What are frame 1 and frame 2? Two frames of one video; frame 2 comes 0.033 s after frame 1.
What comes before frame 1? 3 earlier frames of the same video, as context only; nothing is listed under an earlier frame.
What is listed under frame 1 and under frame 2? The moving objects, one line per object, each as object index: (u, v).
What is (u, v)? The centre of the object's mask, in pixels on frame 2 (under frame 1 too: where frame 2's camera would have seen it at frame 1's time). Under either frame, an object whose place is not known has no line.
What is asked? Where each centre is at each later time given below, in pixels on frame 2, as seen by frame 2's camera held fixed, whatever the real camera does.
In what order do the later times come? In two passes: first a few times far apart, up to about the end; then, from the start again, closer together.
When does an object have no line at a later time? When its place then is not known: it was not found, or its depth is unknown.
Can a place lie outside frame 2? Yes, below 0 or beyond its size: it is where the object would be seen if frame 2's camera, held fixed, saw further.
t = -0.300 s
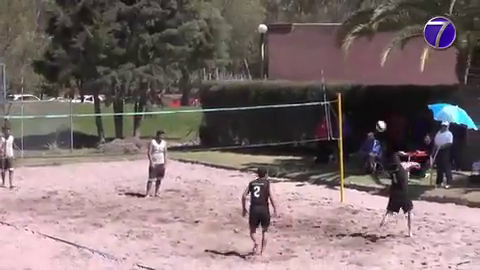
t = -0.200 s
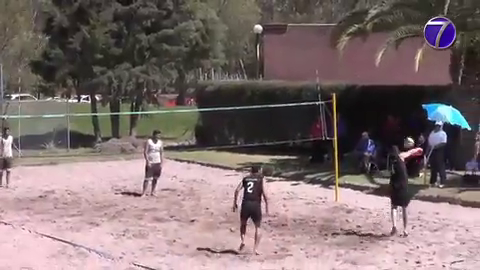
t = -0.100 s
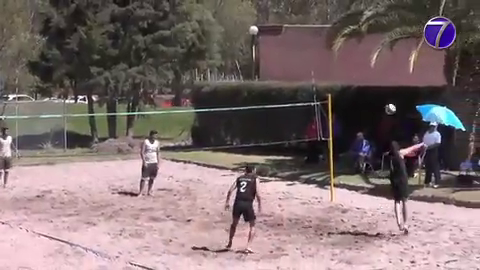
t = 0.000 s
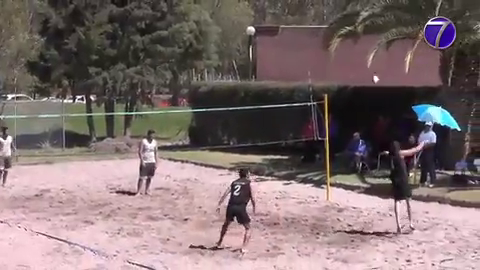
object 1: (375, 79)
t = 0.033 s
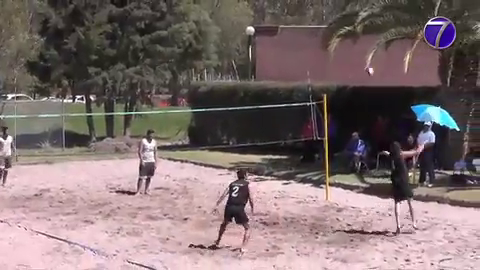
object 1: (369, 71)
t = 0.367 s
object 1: (326, 19)
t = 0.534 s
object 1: (307, 12)
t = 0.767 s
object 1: (280, 23)
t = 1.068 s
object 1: (247, 68)
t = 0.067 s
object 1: (364, 62)
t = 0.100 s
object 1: (360, 55)
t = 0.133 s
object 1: (355, 48)
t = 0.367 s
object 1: (326, 19)
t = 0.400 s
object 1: (323, 16)
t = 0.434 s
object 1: (319, 15)
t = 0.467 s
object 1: (317, 13)
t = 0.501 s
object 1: (312, 13)
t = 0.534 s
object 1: (307, 12)
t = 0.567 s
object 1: (303, 12)
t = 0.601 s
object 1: (300, 13)
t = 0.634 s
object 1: (296, 14)
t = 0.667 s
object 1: (291, 15)
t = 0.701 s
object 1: (288, 17)
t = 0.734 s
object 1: (284, 20)
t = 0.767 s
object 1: (280, 23)
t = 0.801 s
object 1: (276, 25)
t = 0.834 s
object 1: (272, 29)
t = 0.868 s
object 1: (269, 33)
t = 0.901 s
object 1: (266, 37)
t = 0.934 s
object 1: (262, 43)
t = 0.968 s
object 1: (258, 48)
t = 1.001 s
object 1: (254, 54)
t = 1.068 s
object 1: (247, 68)
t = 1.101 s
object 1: (244, 76)
